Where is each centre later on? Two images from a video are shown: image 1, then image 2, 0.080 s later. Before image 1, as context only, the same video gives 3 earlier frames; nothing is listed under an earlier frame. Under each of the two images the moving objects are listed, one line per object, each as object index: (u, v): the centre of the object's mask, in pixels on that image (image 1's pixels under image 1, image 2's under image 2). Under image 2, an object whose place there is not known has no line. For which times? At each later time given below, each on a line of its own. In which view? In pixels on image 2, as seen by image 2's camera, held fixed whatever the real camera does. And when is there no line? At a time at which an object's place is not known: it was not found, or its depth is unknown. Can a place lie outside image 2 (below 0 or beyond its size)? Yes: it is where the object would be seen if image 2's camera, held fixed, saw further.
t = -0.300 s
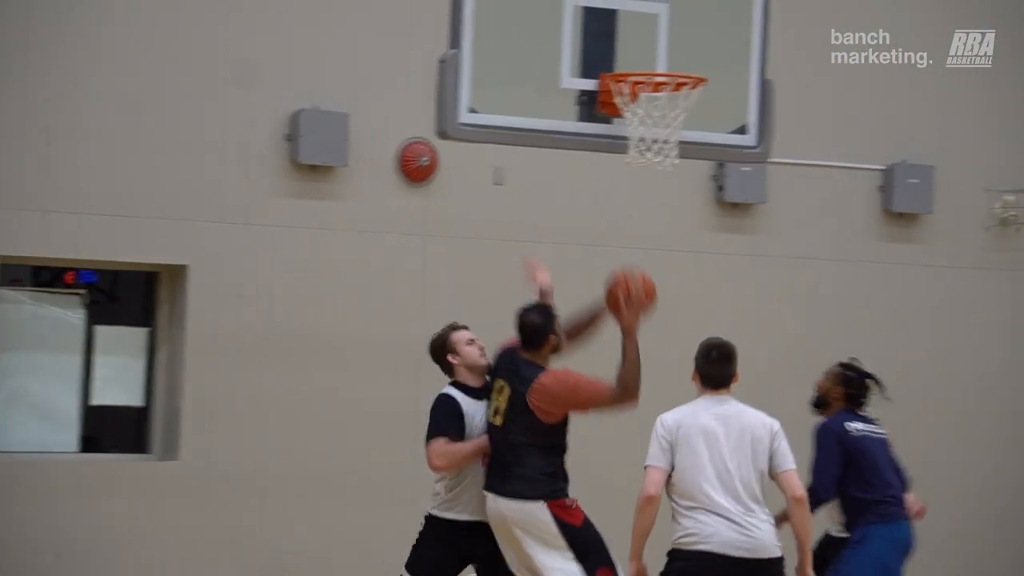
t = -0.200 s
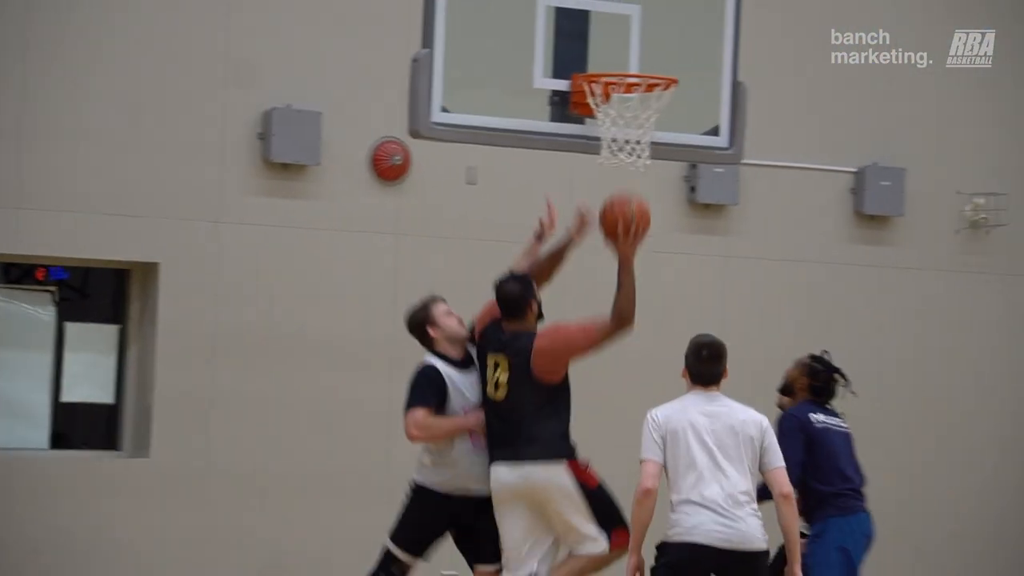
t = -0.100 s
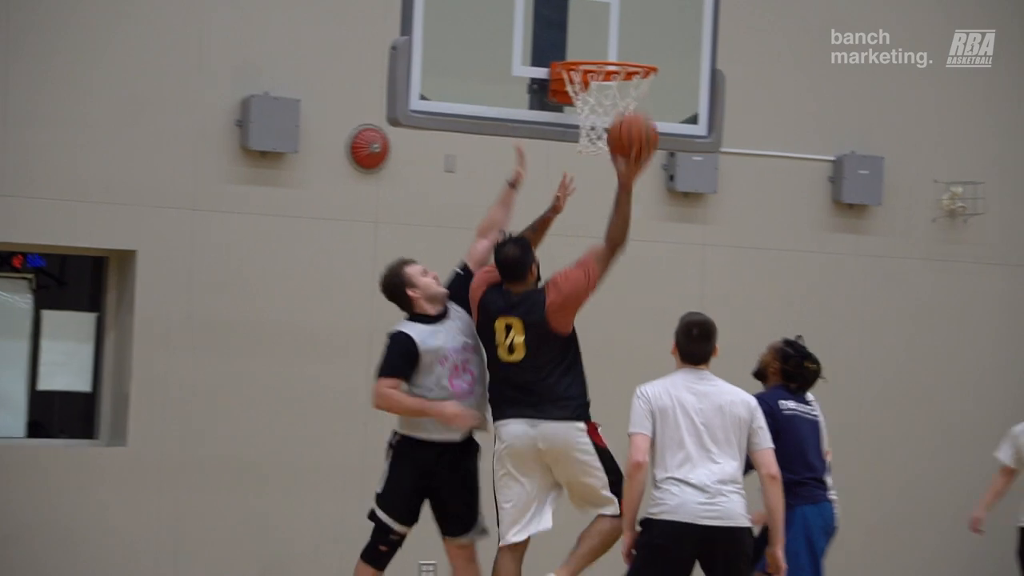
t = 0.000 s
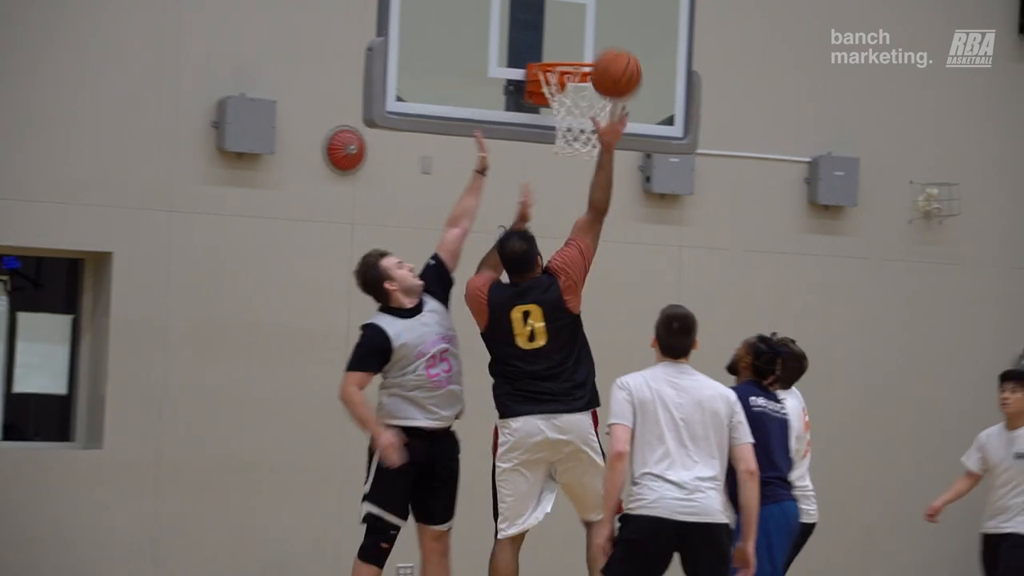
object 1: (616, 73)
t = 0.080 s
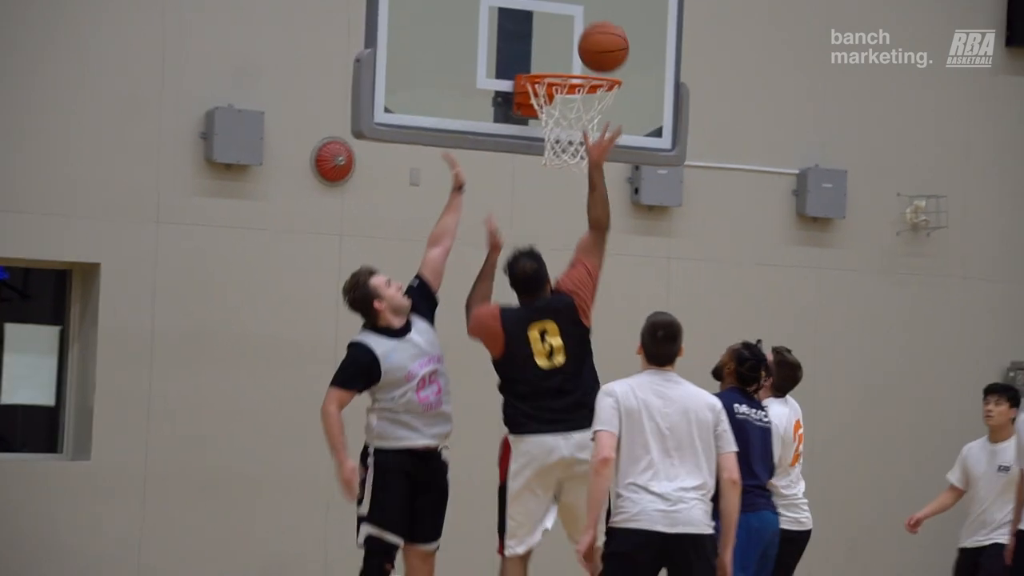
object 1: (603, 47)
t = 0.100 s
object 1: (603, 40)
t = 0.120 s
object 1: (603, 33)
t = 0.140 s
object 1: (603, 27)
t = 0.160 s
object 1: (603, 22)
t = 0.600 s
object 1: (585, 118)
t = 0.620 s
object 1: (582, 129)
